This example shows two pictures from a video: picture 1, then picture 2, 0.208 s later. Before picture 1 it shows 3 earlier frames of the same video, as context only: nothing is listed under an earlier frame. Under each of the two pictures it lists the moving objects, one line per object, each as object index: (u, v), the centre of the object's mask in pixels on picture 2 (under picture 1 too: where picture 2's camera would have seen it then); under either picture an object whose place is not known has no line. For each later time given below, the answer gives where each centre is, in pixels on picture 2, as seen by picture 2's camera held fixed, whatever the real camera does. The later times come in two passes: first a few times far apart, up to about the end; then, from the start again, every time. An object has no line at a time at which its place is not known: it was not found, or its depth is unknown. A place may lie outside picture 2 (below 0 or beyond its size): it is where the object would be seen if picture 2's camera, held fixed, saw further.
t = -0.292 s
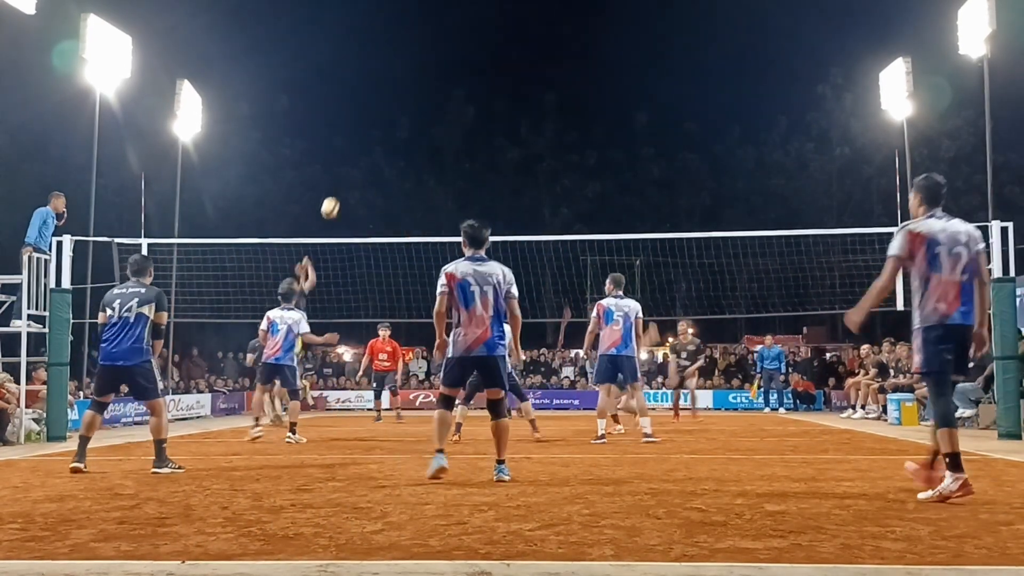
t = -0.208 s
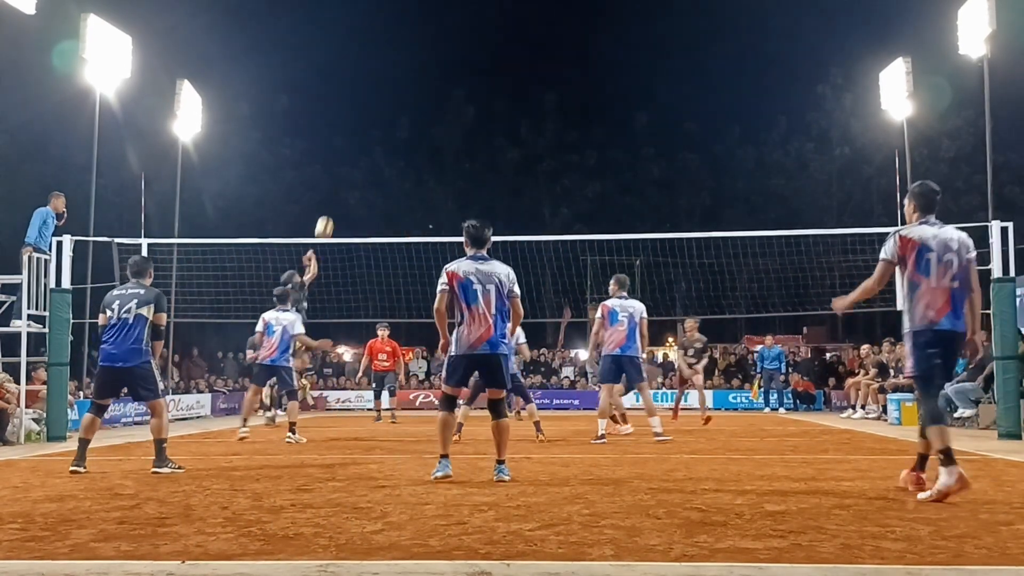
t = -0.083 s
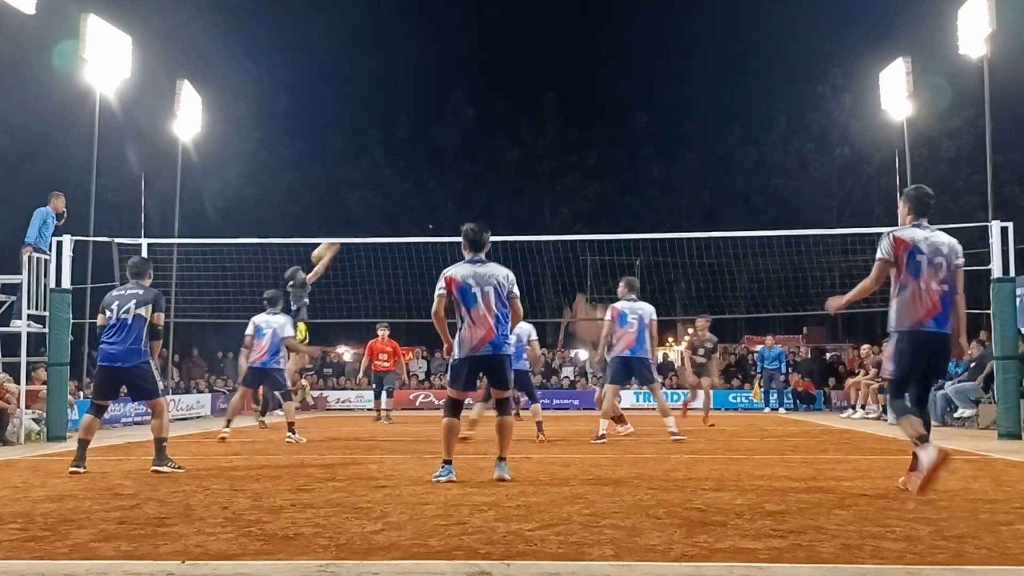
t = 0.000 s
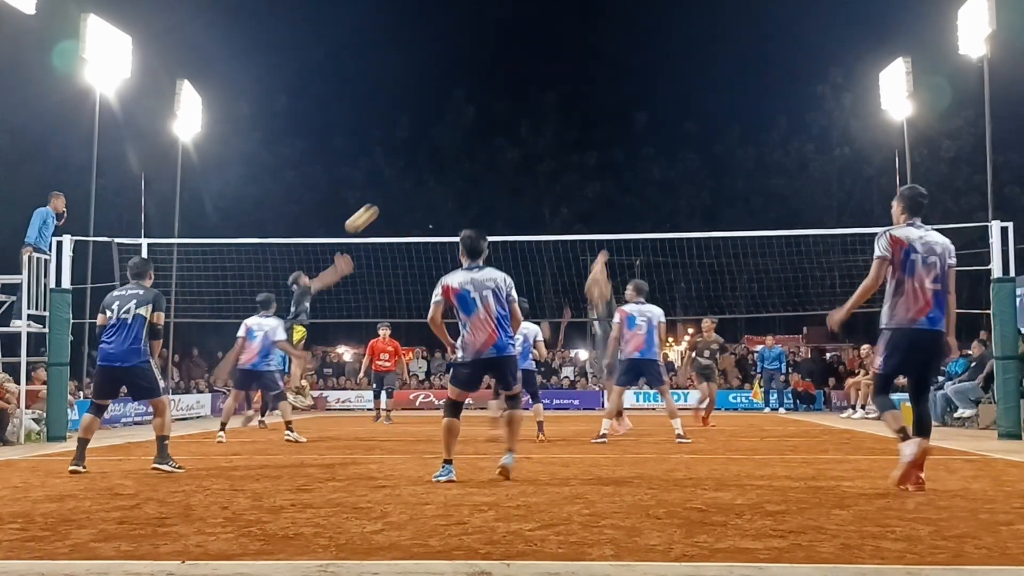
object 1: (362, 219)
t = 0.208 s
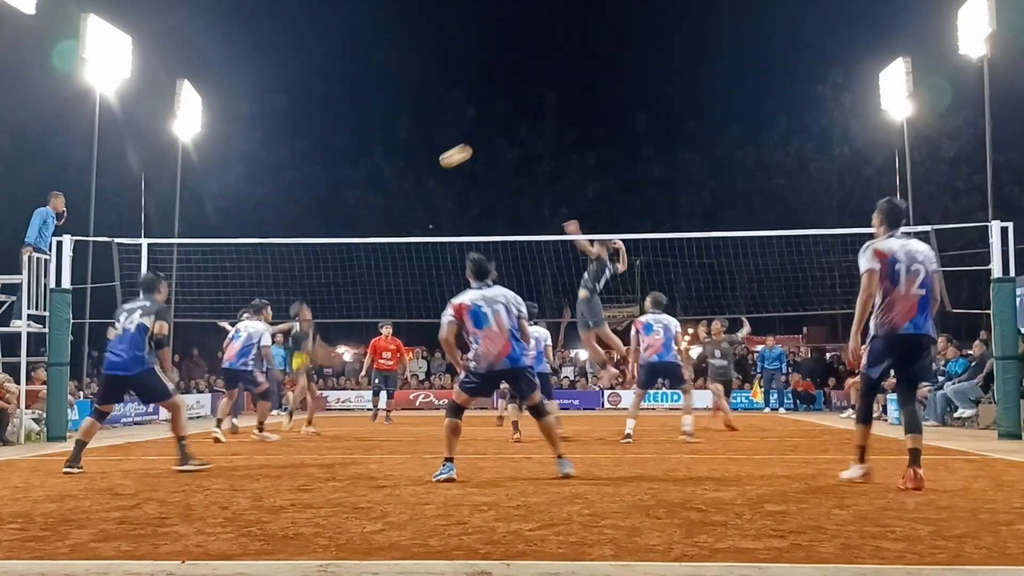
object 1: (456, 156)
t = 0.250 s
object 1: (474, 147)
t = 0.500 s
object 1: (580, 125)
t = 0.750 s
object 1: (683, 148)
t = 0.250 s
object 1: (474, 147)
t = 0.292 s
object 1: (492, 140)
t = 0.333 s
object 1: (510, 134)
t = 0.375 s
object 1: (528, 130)
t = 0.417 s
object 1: (545, 127)
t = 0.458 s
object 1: (563, 125)
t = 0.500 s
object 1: (580, 125)
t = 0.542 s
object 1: (597, 125)
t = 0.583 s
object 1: (615, 127)
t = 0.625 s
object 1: (632, 130)
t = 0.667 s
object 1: (649, 135)
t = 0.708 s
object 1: (666, 141)
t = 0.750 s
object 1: (683, 148)
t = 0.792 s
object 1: (700, 156)
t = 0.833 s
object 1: (716, 165)
